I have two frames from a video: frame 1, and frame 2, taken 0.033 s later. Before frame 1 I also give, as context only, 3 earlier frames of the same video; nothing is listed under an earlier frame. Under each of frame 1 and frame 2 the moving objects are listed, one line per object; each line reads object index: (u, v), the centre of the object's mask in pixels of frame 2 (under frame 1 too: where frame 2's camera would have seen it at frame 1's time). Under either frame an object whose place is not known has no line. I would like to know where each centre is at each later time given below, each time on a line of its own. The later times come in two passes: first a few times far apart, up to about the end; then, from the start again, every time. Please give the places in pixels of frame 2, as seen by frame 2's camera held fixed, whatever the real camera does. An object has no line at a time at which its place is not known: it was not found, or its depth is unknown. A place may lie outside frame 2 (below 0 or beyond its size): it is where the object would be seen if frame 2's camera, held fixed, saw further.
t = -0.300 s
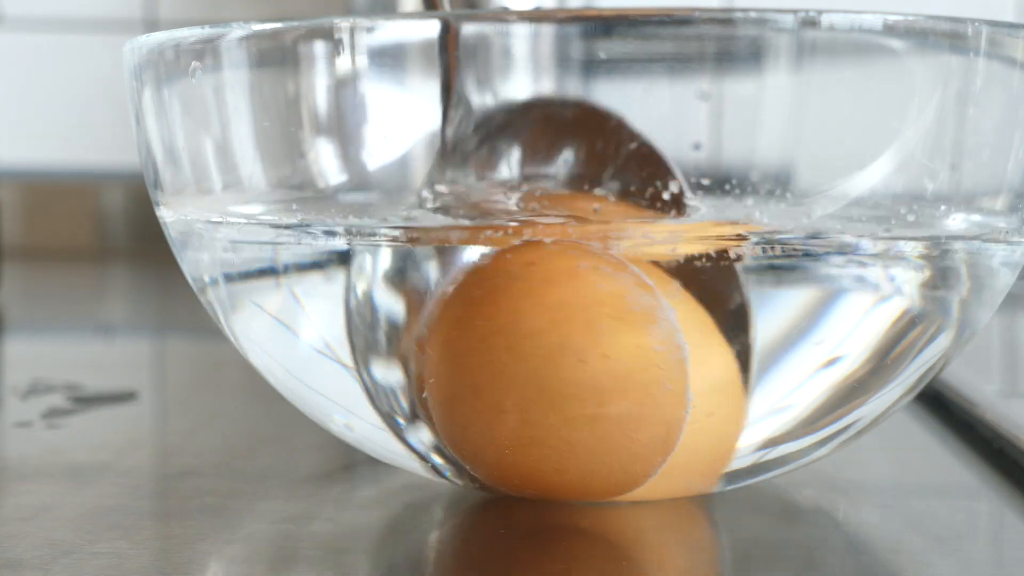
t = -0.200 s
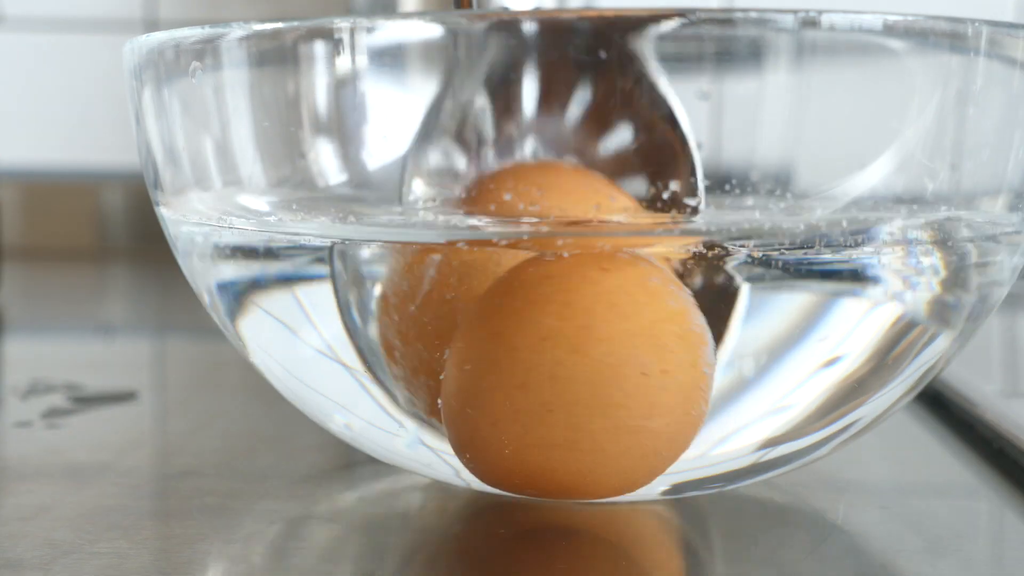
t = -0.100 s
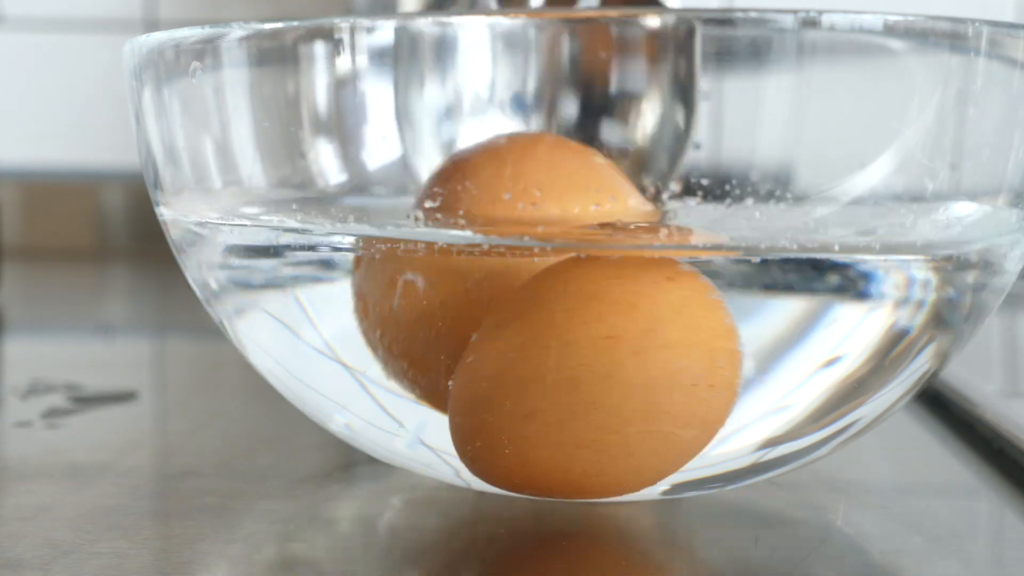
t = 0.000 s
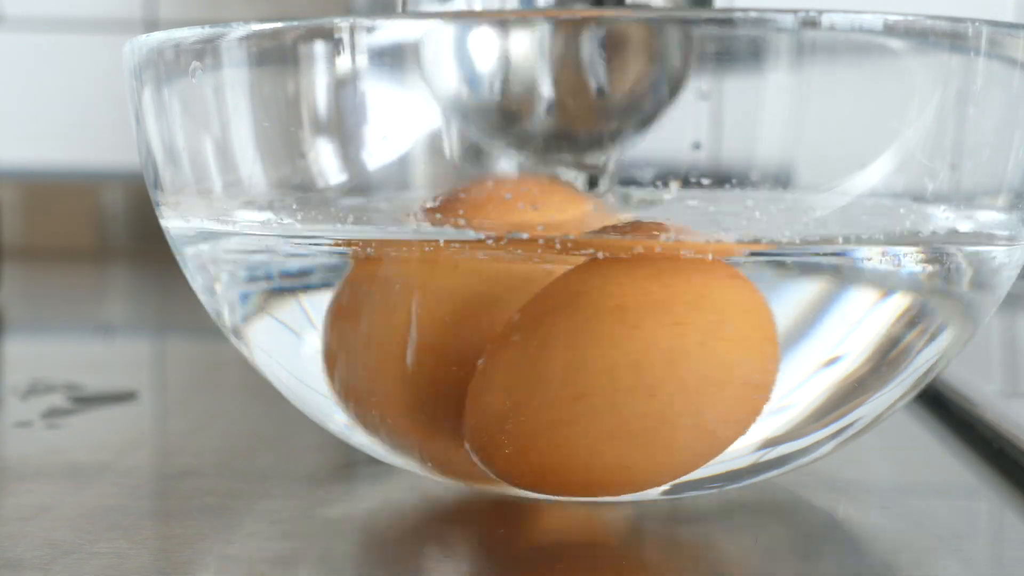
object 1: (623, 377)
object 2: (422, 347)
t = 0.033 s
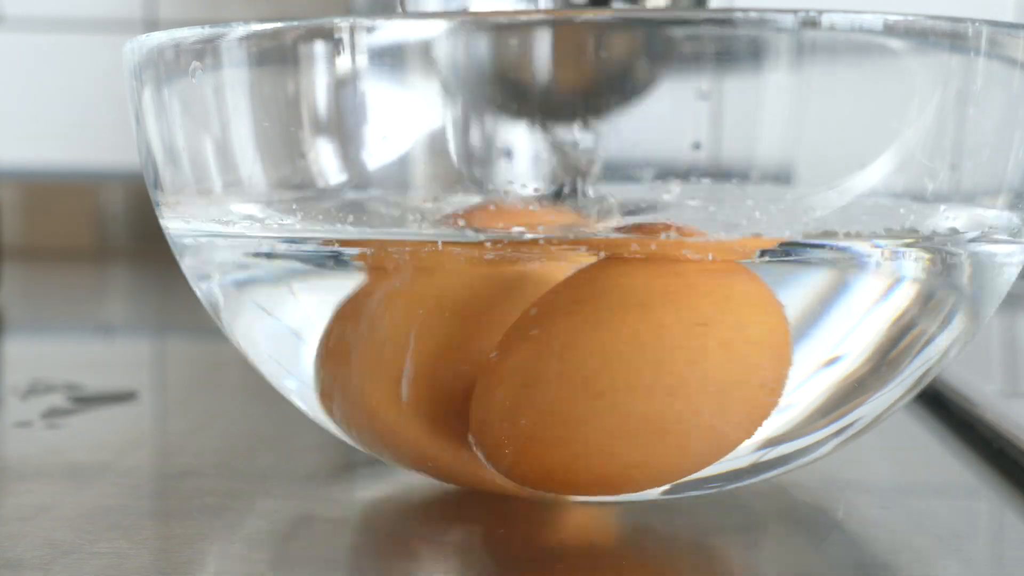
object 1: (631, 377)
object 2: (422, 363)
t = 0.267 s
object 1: (653, 390)
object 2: (402, 363)
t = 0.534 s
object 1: (661, 404)
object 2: (402, 384)
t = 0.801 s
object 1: (651, 412)
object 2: (404, 387)
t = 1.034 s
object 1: (662, 412)
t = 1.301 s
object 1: (669, 413)
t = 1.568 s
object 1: (683, 409)
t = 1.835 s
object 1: (692, 408)
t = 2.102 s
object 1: (692, 408)
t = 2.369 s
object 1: (678, 412)
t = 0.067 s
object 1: (639, 376)
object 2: (419, 382)
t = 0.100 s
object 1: (645, 377)
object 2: (418, 395)
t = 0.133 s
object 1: (648, 380)
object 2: (416, 386)
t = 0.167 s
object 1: (649, 384)
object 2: (413, 375)
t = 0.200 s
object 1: (650, 387)
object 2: (409, 367)
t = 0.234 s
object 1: (651, 389)
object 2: (406, 363)
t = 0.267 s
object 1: (653, 390)
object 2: (402, 363)
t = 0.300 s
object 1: (655, 390)
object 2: (400, 366)
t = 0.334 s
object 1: (657, 391)
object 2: (398, 369)
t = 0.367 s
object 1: (659, 392)
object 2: (396, 373)
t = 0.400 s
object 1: (660, 393)
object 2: (396, 375)
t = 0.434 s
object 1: (660, 396)
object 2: (397, 375)
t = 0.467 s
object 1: (661, 399)
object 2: (399, 377)
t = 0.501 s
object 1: (661, 402)
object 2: (401, 380)
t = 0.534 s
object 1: (661, 404)
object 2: (402, 384)
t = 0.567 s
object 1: (659, 407)
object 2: (402, 384)
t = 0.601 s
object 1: (656, 409)
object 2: (401, 386)
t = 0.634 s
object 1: (654, 410)
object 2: (400, 387)
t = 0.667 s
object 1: (652, 411)
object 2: (400, 387)
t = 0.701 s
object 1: (650, 411)
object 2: (400, 387)
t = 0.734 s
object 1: (649, 412)
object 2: (400, 387)
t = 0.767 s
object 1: (650, 412)
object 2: (401, 387)
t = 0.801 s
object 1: (651, 412)
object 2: (404, 387)
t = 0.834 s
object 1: (653, 412)
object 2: (406, 388)
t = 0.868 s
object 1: (654, 412)
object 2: (407, 387)
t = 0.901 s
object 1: (655, 412)
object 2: (408, 386)
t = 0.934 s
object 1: (656, 413)
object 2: (408, 386)
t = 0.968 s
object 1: (657, 413)
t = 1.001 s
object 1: (659, 412)
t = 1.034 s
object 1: (662, 412)
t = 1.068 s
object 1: (663, 412)
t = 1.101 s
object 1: (664, 412)
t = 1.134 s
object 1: (664, 412)
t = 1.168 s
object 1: (664, 412)
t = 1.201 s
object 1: (665, 412)
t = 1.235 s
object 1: (666, 412)
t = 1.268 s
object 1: (667, 412)
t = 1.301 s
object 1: (669, 413)
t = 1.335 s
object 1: (672, 413)
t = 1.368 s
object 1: (675, 412)
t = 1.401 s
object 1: (677, 411)
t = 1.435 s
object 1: (678, 410)
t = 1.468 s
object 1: (679, 410)
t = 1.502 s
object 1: (680, 409)
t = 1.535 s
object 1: (681, 409)
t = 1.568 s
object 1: (683, 409)
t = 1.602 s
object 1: (685, 409)
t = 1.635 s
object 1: (687, 409)
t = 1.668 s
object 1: (689, 409)
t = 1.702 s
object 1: (691, 408)
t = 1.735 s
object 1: (692, 408)
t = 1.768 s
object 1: (692, 408)
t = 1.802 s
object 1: (692, 408)
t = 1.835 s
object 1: (692, 408)
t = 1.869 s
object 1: (691, 408)
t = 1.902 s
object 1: (690, 408)
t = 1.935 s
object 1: (690, 408)
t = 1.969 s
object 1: (690, 408)
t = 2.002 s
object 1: (691, 408)
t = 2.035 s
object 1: (692, 408)
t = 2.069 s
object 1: (692, 408)
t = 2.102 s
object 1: (692, 408)
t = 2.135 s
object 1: (691, 409)
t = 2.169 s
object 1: (689, 409)
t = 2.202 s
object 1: (688, 410)
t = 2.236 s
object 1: (686, 410)
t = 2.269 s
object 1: (685, 411)
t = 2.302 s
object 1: (683, 411)
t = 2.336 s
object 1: (680, 412)
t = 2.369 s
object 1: (678, 412)
